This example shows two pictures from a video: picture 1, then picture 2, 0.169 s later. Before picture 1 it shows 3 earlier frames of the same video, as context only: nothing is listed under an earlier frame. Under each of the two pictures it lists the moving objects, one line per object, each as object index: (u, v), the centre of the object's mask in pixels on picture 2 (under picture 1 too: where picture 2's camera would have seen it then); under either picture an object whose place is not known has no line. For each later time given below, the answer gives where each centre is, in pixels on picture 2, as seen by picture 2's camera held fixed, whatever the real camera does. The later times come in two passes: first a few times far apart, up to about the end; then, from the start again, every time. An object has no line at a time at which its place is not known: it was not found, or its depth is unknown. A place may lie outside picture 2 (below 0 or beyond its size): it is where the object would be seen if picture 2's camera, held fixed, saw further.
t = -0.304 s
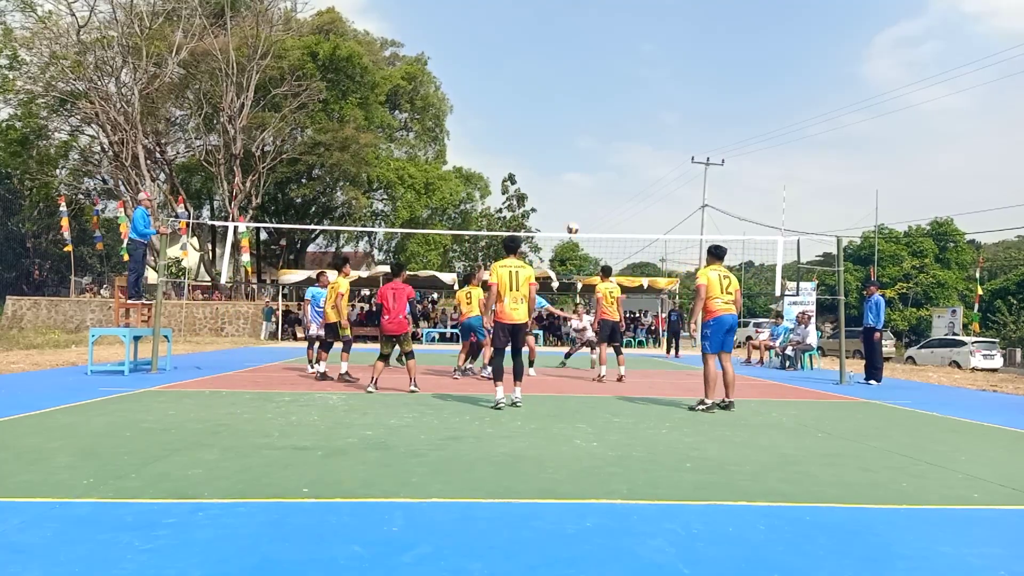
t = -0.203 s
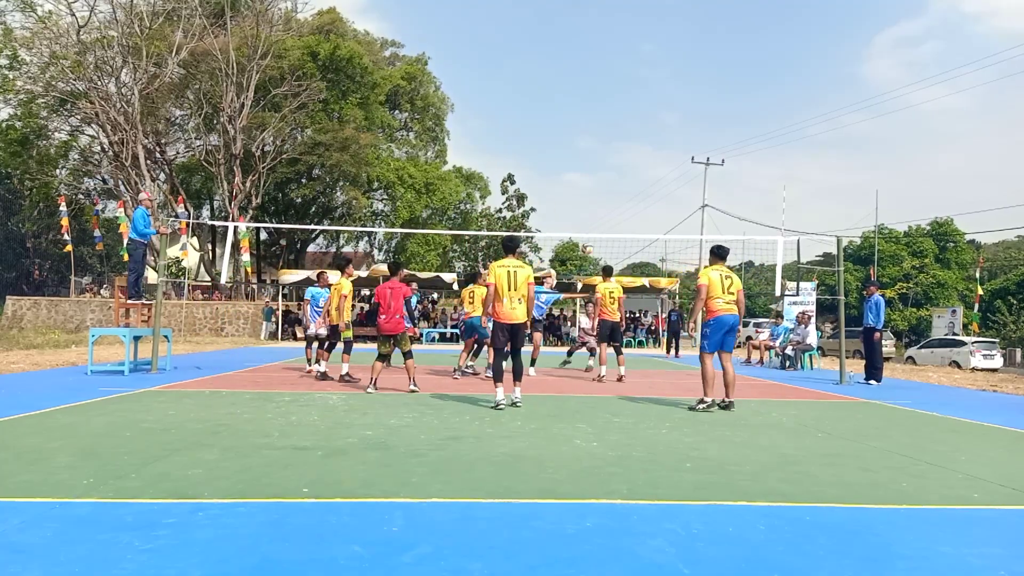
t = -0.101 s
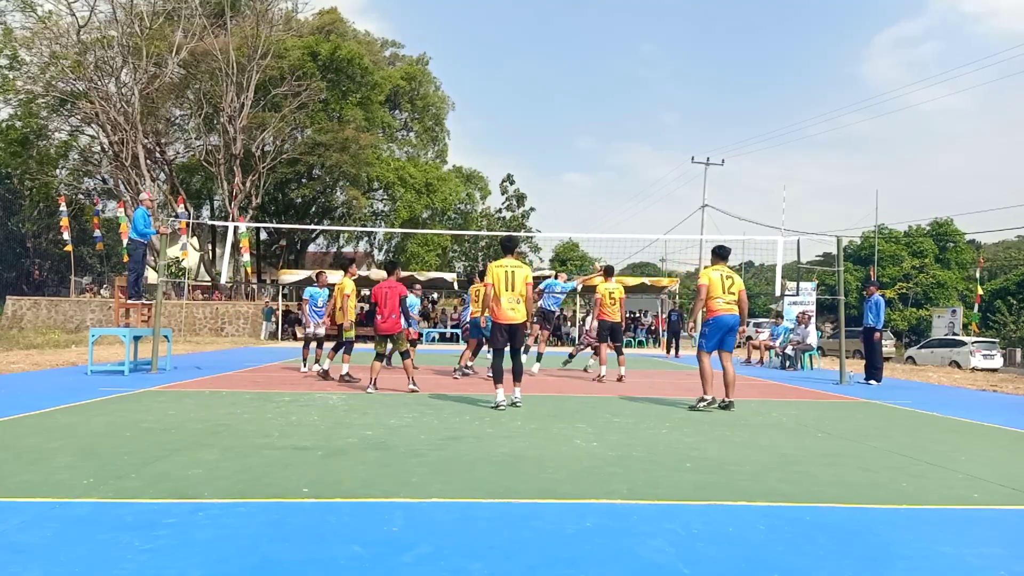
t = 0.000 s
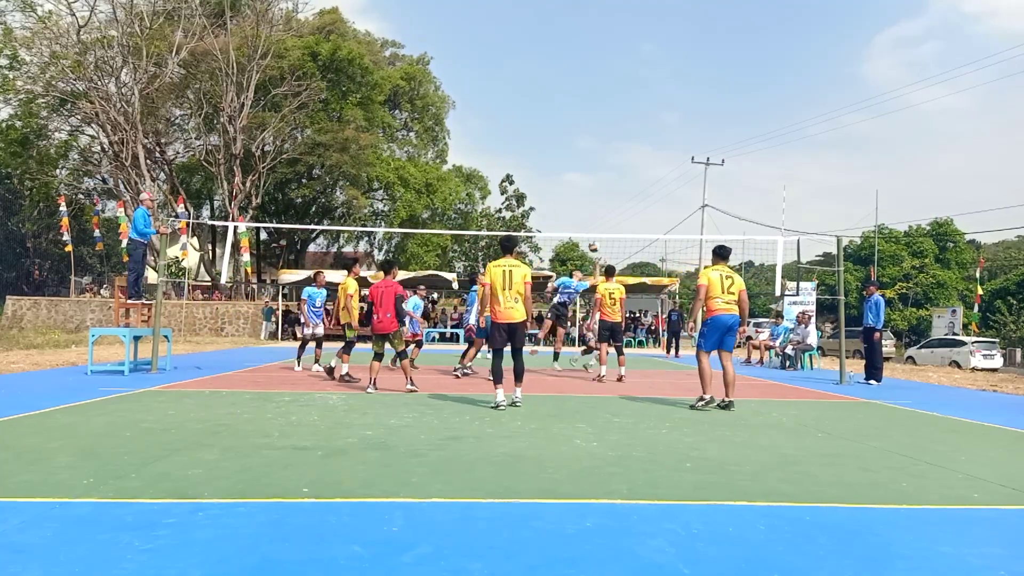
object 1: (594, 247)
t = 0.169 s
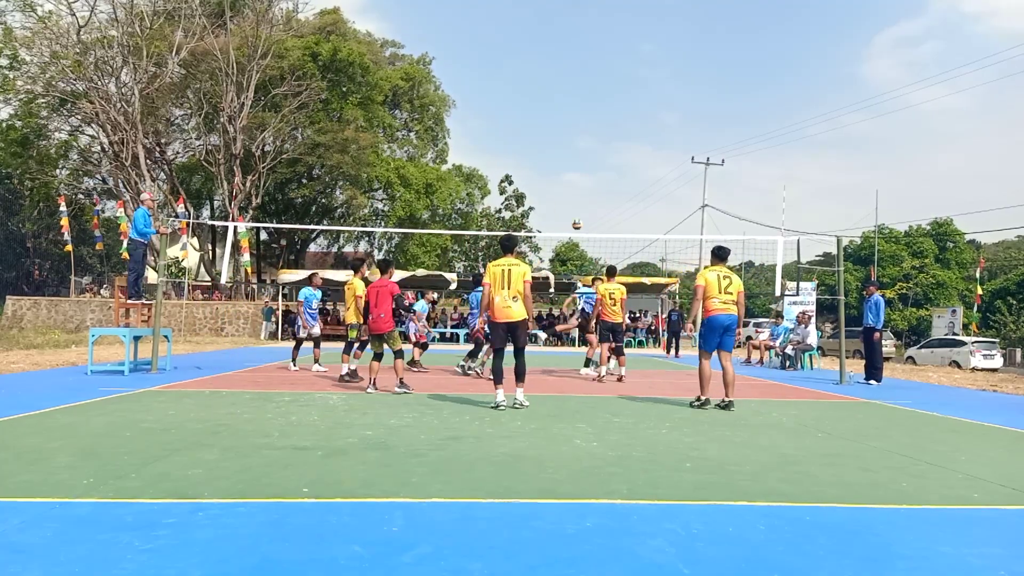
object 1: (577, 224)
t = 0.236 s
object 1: (571, 220)
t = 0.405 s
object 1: (556, 220)
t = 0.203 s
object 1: (574, 222)
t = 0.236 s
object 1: (571, 220)
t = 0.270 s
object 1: (567, 219)
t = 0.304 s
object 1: (564, 218)
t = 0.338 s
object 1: (562, 218)
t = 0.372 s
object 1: (559, 218)
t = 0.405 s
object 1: (556, 220)
